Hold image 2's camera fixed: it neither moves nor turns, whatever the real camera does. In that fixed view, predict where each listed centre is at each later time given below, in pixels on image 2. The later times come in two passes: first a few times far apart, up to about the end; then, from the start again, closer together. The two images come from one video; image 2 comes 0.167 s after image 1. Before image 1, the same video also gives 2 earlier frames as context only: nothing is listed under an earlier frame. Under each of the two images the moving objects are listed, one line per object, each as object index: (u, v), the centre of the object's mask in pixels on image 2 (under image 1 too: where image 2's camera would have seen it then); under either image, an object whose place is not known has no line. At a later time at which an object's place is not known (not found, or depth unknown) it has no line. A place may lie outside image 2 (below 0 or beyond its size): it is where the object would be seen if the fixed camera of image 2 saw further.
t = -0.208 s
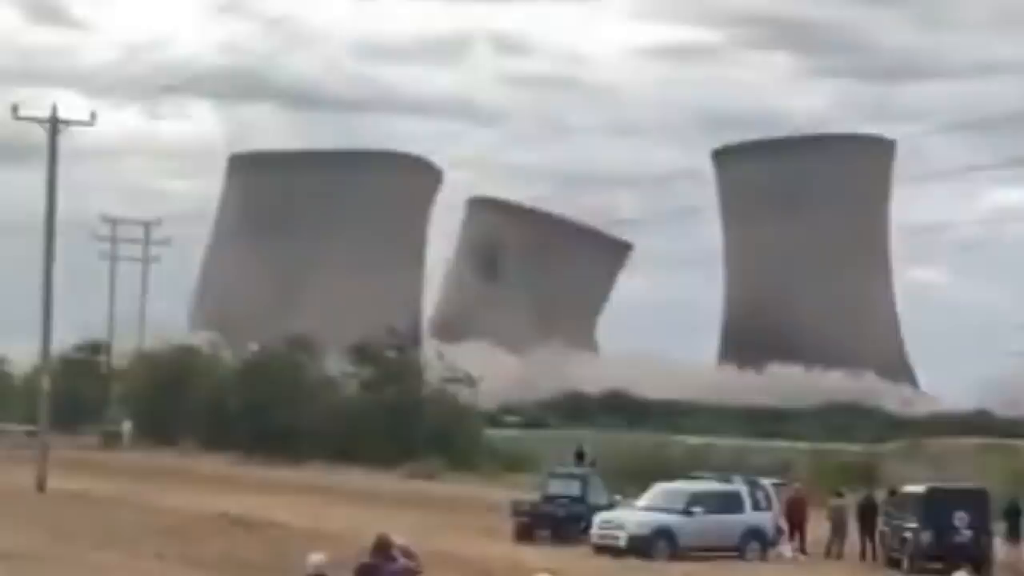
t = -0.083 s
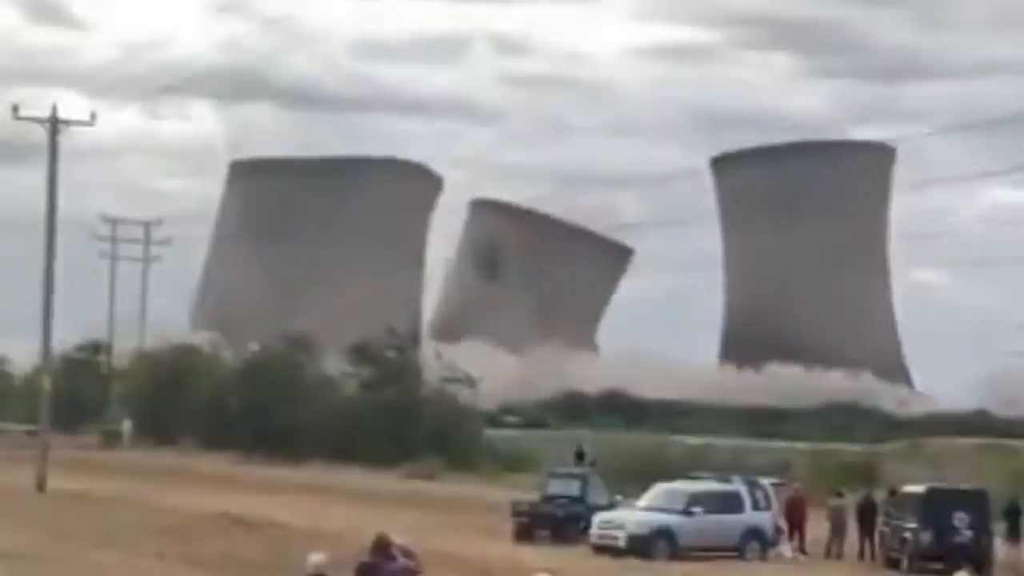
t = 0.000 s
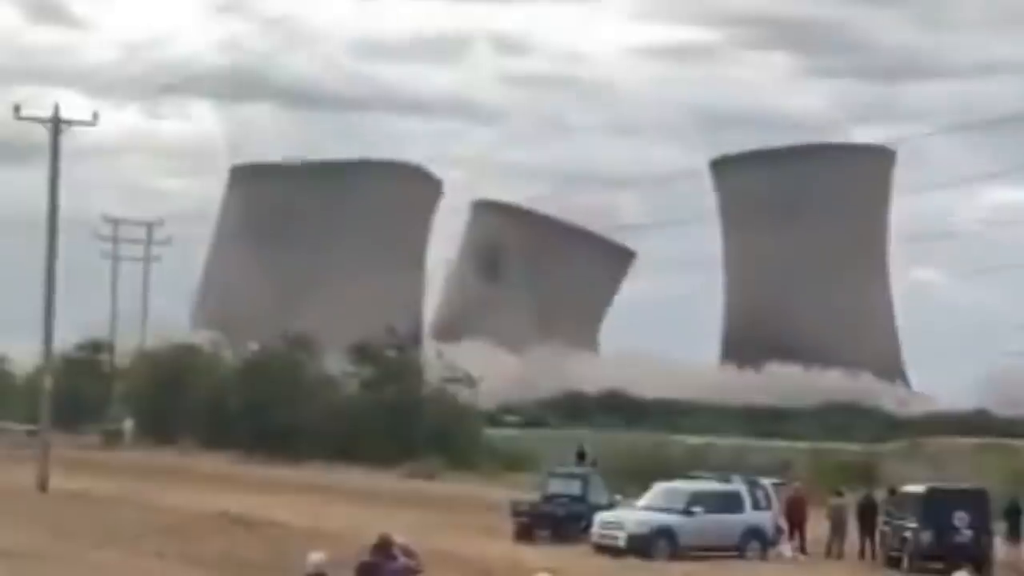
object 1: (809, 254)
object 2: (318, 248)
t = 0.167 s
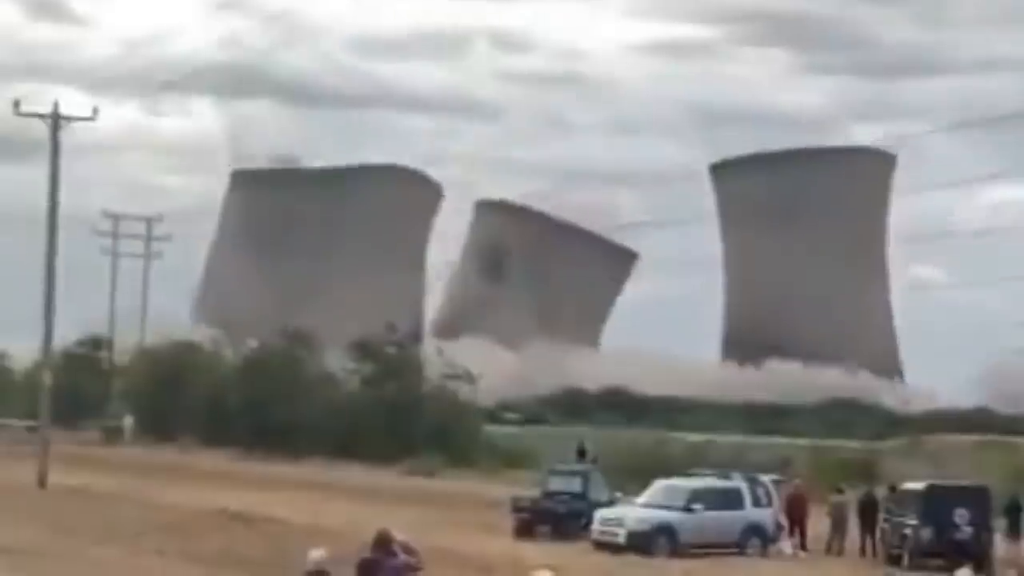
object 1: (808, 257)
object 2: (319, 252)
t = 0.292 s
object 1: (807, 259)
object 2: (320, 256)
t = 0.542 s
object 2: (321, 264)
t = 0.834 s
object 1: (803, 267)
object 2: (323, 273)
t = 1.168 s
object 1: (801, 272)
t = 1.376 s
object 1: (799, 273)
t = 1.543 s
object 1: (797, 272)
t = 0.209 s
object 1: (807, 257)
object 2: (319, 253)
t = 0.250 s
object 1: (807, 258)
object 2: (320, 253)
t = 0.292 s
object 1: (807, 259)
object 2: (320, 256)
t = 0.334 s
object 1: (807, 259)
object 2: (321, 256)
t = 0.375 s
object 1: (806, 260)
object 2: (321, 258)
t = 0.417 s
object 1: (806, 260)
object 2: (321, 259)
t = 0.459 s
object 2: (321, 260)
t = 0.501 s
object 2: (322, 263)
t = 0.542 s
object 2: (321, 264)
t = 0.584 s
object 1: (805, 263)
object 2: (321, 265)
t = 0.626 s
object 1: (806, 264)
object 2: (322, 266)
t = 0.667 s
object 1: (804, 265)
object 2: (322, 267)
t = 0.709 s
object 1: (804, 266)
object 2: (322, 269)
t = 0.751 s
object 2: (322, 270)
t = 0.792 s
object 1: (804, 267)
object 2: (323, 272)
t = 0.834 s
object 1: (803, 267)
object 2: (323, 273)
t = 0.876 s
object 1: (803, 267)
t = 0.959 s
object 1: (803, 269)
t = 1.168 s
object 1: (801, 272)
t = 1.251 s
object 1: (802, 273)
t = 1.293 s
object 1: (801, 273)
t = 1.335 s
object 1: (799, 273)
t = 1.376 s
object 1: (799, 273)
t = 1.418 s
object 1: (798, 273)
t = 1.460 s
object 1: (798, 273)
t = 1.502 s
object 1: (797, 272)
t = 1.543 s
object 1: (797, 272)
